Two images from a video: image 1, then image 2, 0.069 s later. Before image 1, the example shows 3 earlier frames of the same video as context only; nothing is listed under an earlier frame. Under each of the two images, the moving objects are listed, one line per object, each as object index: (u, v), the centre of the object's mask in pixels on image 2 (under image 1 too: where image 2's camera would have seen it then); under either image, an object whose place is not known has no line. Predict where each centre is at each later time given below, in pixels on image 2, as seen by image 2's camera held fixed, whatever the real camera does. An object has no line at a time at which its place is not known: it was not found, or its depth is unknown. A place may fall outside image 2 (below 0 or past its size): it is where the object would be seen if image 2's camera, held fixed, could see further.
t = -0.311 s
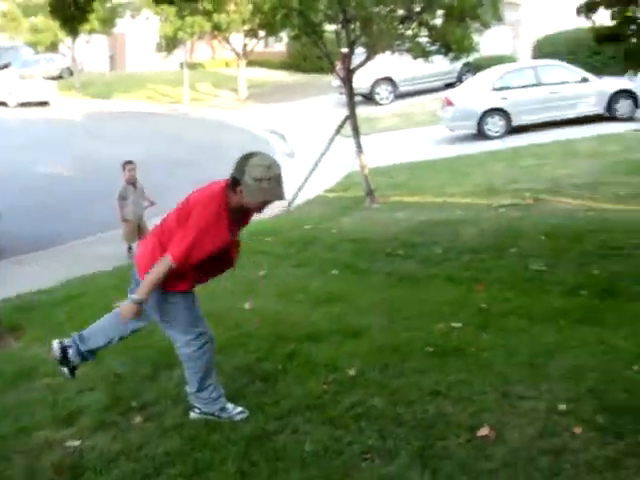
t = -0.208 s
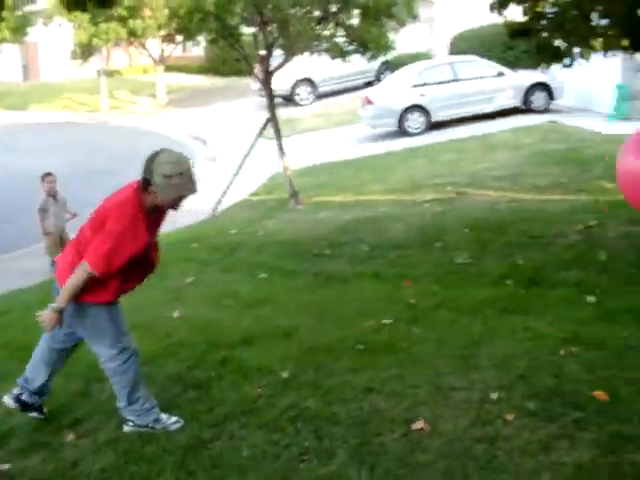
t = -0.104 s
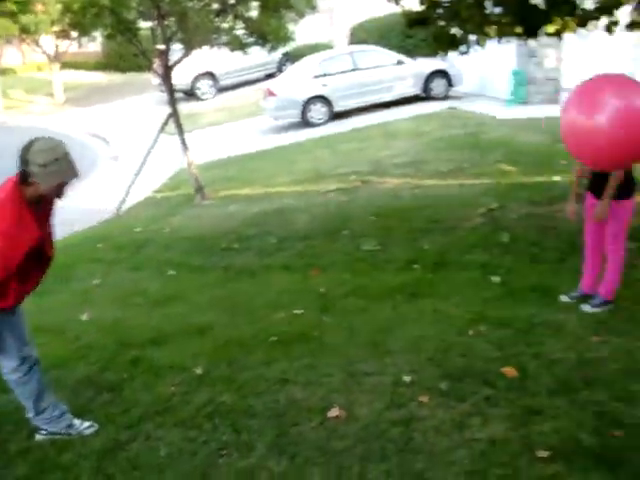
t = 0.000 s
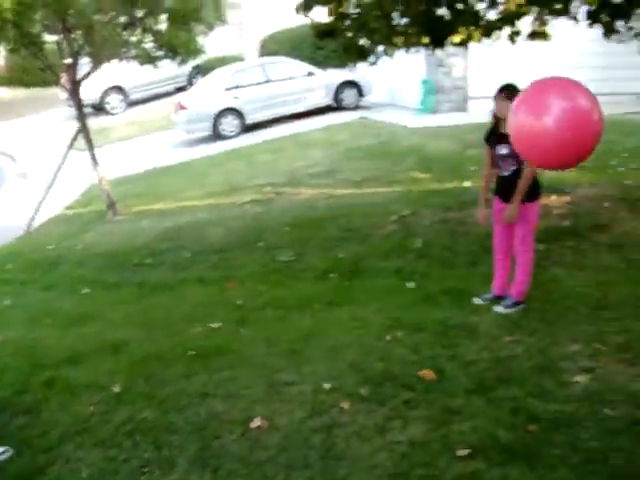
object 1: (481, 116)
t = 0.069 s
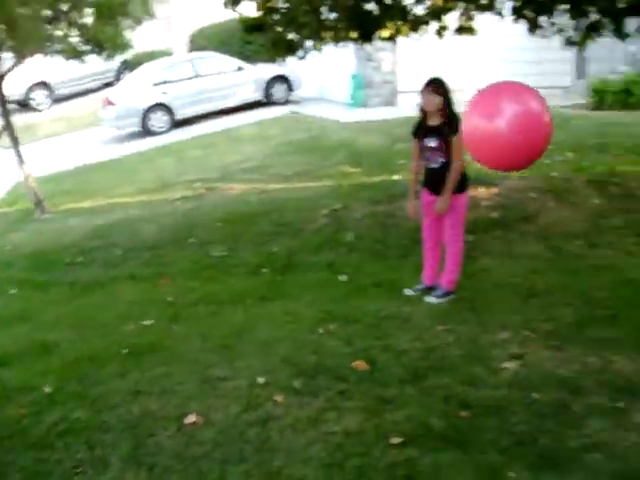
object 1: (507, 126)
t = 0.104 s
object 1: (519, 135)
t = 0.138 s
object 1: (530, 147)
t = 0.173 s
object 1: (542, 160)
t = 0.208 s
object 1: (552, 177)
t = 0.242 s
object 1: (562, 195)
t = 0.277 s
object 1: (572, 215)
